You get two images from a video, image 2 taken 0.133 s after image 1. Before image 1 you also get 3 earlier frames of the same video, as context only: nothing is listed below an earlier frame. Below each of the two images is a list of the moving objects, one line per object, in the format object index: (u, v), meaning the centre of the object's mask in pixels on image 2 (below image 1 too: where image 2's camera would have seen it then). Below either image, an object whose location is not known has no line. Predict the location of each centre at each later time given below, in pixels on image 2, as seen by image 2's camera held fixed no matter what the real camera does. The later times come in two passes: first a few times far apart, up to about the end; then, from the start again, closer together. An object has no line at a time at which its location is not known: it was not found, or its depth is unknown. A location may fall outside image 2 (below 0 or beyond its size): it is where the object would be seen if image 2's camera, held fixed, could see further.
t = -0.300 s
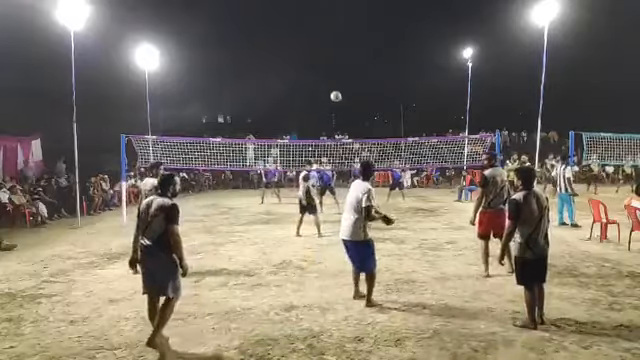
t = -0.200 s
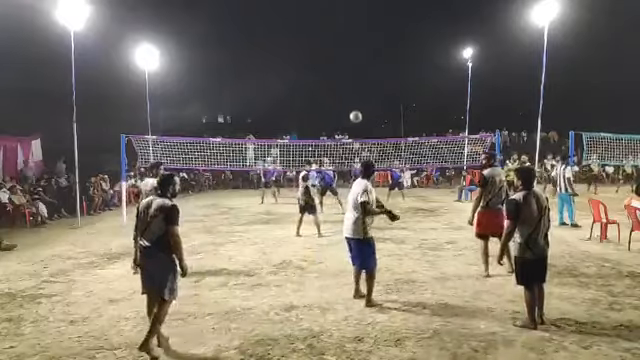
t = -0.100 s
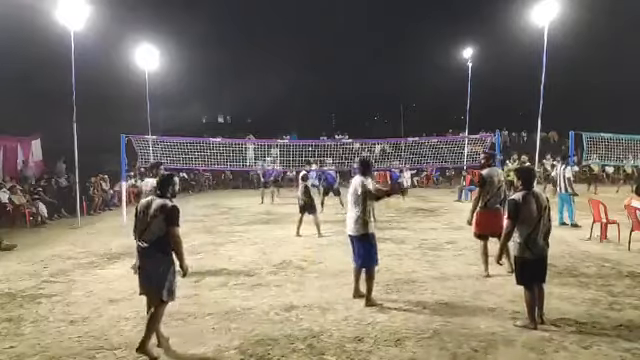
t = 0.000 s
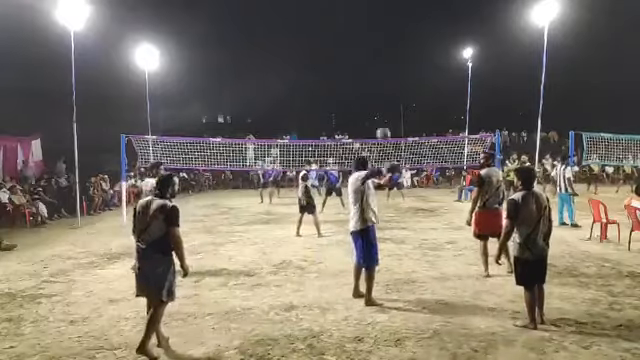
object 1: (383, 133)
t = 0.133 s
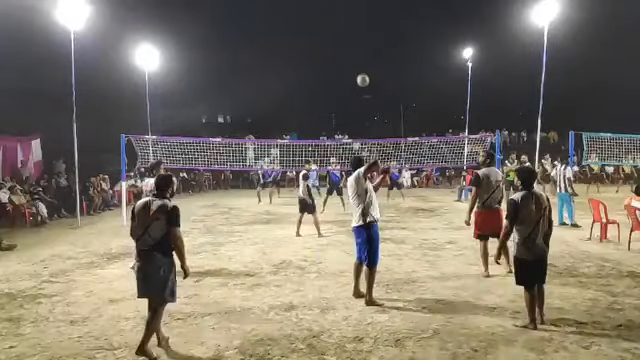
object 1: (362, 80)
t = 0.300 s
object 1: (343, 44)
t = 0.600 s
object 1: (320, 32)
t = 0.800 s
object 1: (310, 46)
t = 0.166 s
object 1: (358, 70)
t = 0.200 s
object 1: (354, 61)
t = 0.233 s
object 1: (350, 54)
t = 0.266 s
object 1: (346, 49)
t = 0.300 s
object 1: (343, 44)
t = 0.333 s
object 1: (340, 40)
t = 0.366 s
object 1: (337, 36)
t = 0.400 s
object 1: (334, 34)
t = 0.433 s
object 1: (332, 32)
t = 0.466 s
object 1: (329, 31)
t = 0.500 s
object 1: (327, 31)
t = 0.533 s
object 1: (325, 31)
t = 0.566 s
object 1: (323, 31)
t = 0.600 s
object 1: (320, 32)
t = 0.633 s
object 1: (318, 33)
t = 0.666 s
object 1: (317, 35)
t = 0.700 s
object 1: (315, 37)
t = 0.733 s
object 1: (313, 40)
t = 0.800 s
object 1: (310, 46)
